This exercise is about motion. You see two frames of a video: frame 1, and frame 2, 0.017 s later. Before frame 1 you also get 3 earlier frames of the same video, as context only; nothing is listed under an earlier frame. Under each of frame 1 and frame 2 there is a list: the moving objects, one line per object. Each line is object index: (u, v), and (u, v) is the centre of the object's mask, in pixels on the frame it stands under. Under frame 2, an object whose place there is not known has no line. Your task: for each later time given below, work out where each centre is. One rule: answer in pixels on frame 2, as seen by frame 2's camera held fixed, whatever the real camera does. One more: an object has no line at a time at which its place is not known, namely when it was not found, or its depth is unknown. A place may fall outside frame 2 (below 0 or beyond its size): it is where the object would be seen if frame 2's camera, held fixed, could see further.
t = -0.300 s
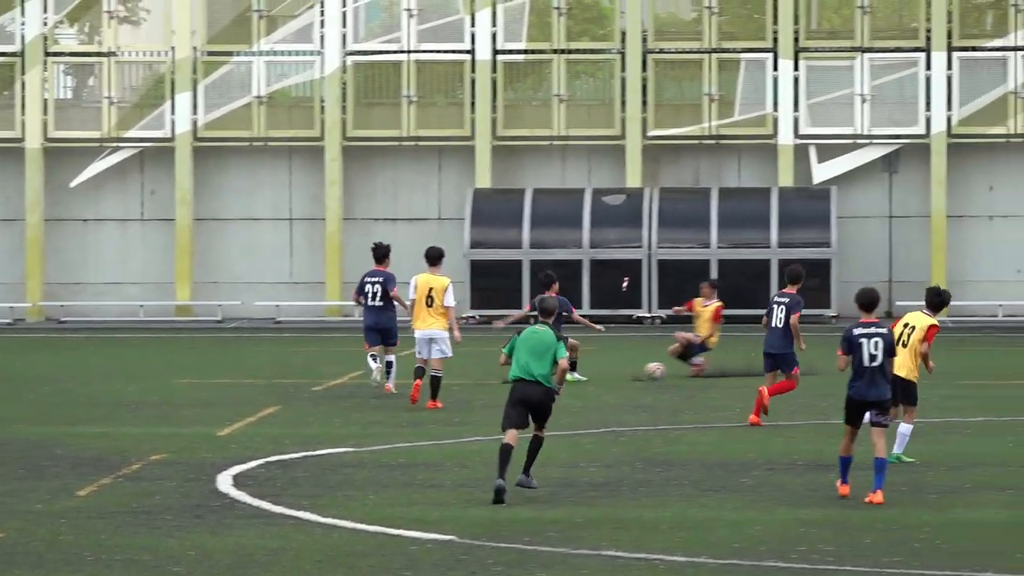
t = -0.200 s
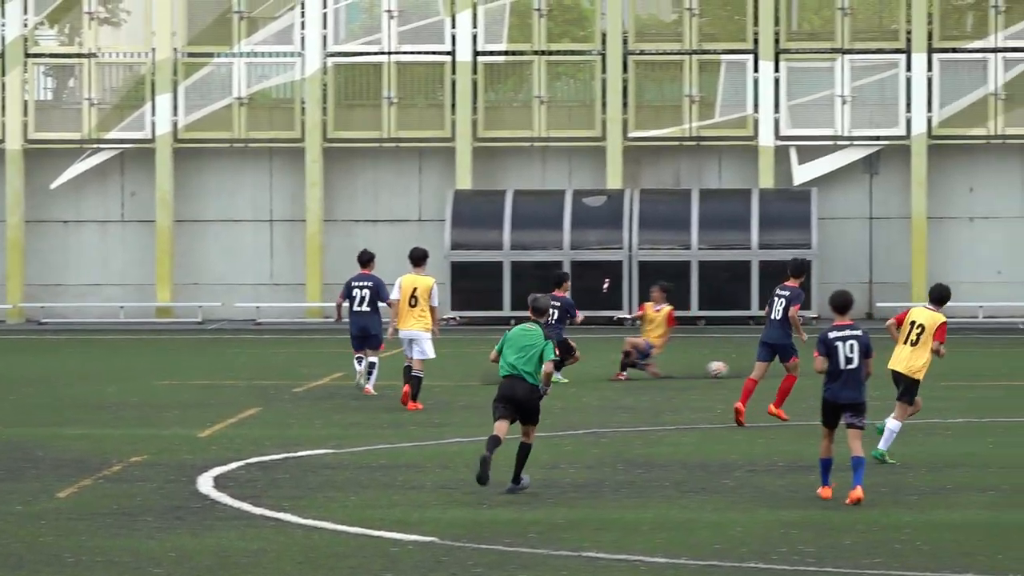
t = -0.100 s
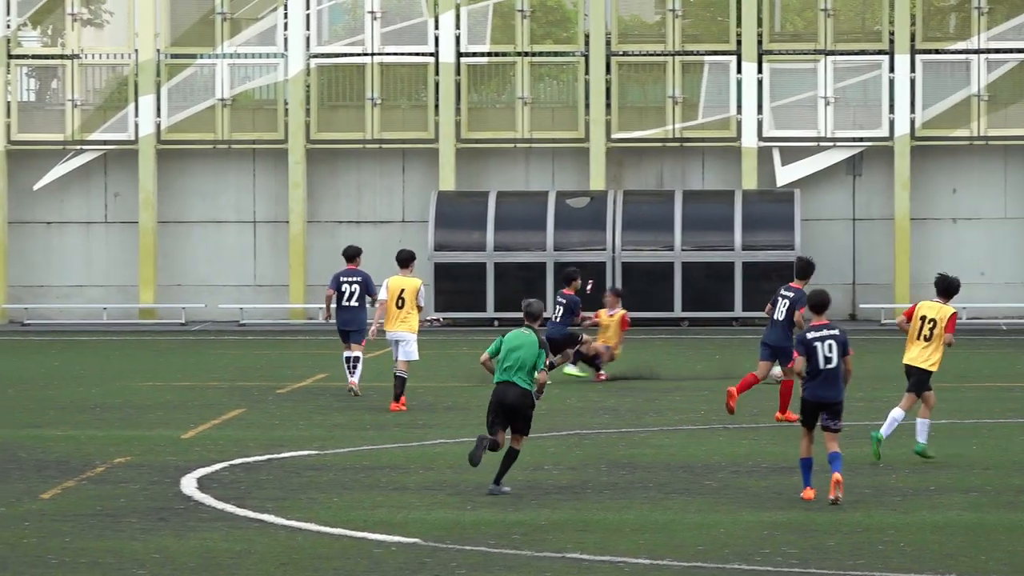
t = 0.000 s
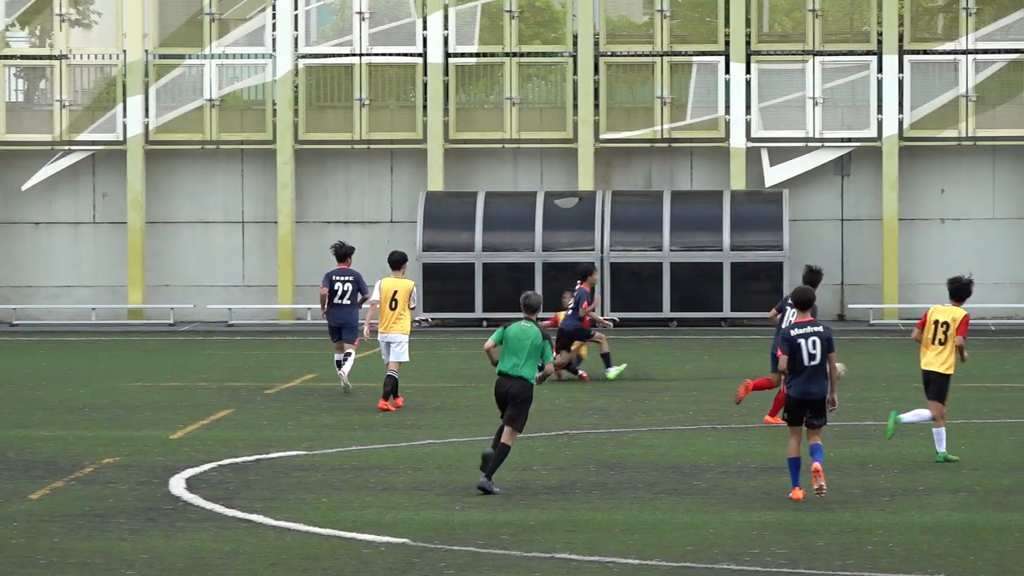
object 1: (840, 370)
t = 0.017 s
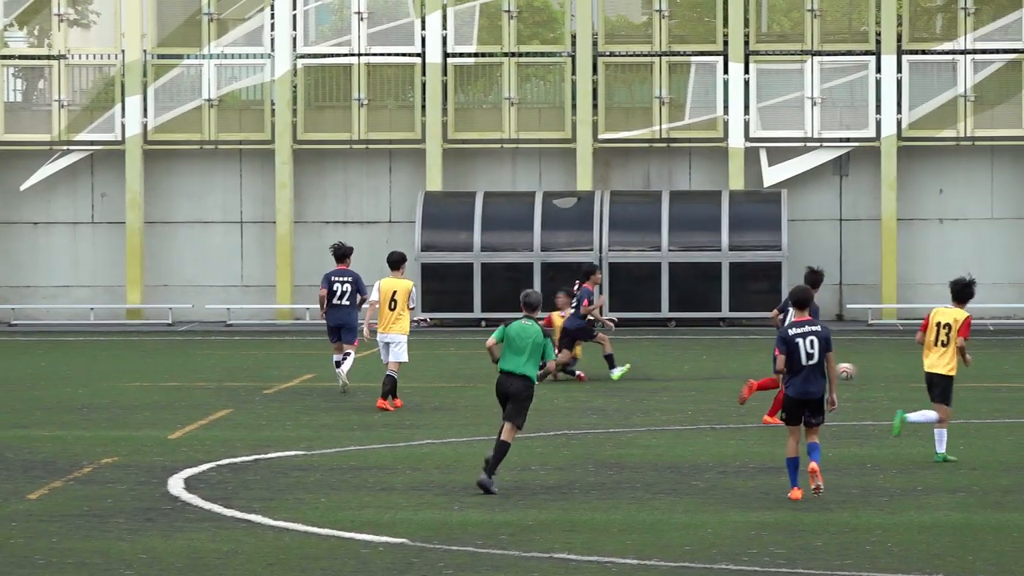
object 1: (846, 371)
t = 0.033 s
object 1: (856, 372)
